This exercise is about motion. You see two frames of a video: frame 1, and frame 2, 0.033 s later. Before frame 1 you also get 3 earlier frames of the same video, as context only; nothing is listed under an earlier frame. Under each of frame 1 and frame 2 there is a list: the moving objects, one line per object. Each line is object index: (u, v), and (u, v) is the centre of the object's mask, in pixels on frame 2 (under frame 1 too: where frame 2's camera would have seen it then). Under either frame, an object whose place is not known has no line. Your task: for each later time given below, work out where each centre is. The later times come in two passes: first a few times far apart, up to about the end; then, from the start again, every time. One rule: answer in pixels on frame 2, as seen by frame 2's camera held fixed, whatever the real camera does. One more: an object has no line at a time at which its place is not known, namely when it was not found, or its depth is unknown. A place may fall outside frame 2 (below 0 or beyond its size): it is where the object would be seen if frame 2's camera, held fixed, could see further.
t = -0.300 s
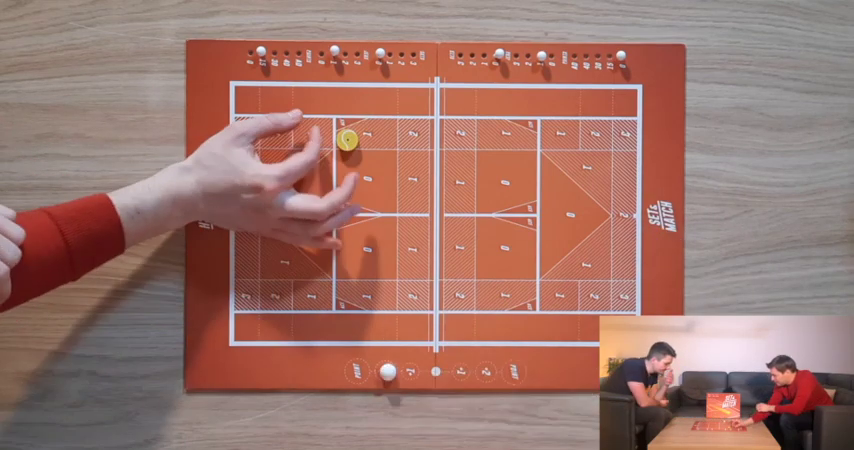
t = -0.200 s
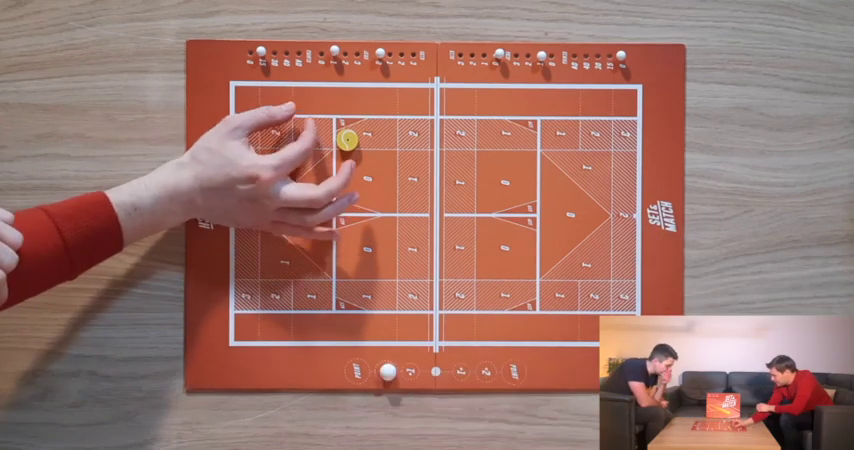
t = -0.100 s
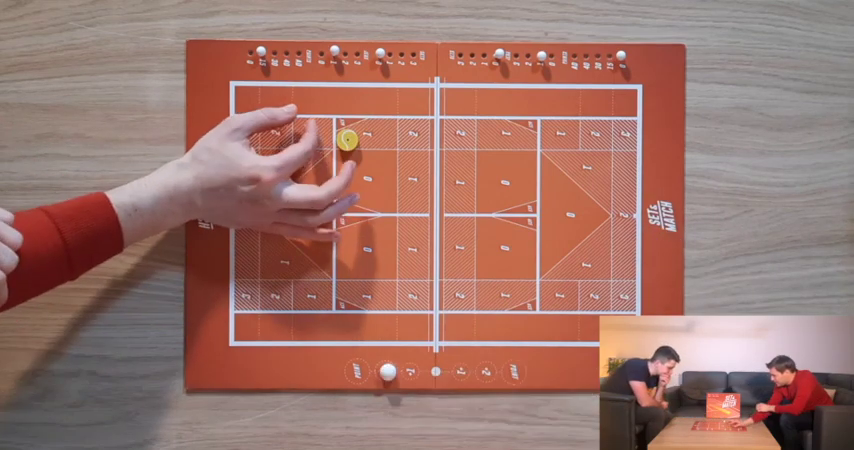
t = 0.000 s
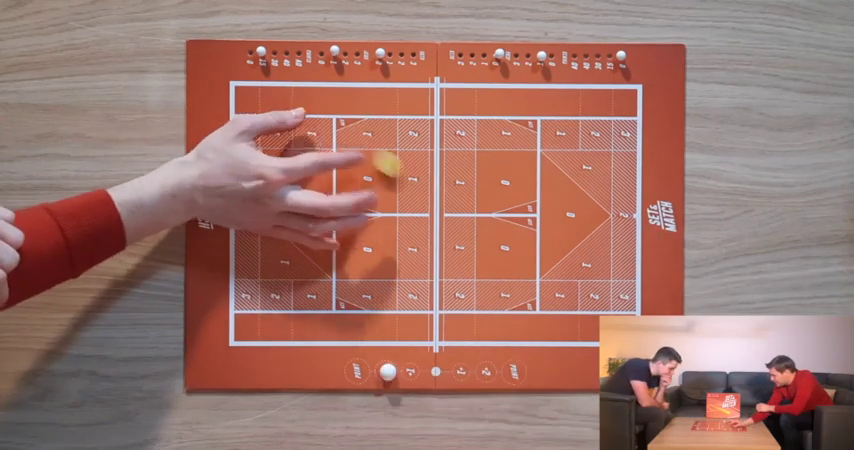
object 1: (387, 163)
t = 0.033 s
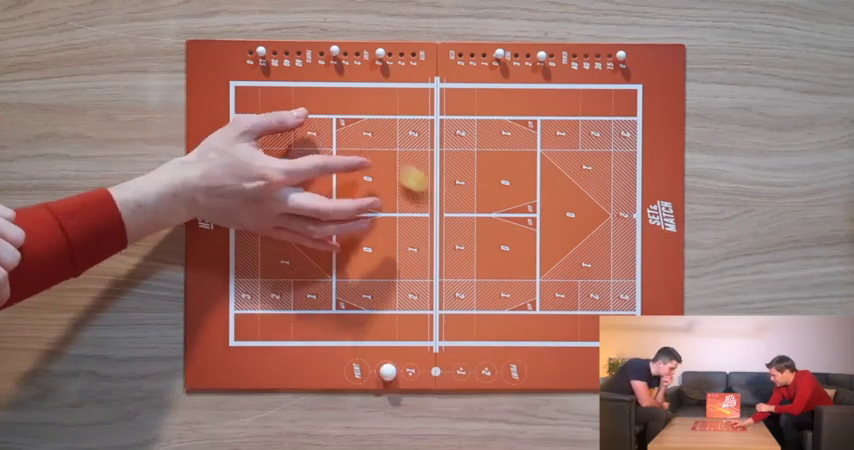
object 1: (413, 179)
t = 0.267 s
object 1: (517, 238)
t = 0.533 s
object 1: (526, 242)
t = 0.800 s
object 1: (525, 242)
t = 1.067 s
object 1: (526, 242)
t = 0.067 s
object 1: (435, 192)
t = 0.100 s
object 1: (455, 203)
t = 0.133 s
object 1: (474, 214)
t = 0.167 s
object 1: (488, 223)
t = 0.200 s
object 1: (500, 229)
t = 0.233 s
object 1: (510, 234)
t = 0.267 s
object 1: (517, 238)
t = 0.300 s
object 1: (523, 241)
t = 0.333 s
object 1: (525, 242)
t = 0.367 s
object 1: (526, 242)
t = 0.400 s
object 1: (526, 242)
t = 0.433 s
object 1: (526, 242)
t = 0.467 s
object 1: (526, 242)
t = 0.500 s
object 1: (526, 242)
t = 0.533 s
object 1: (526, 242)
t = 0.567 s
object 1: (526, 242)
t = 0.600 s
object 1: (526, 242)
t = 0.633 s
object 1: (525, 242)
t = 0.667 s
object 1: (526, 242)
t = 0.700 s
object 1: (526, 242)
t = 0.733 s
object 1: (526, 242)
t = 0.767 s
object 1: (525, 242)
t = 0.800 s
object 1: (525, 242)
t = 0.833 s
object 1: (525, 242)
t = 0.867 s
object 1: (526, 242)
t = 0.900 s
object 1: (525, 242)
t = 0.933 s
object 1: (526, 242)
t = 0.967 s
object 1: (525, 242)
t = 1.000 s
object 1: (526, 242)
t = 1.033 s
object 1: (526, 242)
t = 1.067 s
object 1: (526, 242)
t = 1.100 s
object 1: (526, 242)
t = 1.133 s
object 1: (525, 242)
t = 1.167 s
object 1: (526, 242)
